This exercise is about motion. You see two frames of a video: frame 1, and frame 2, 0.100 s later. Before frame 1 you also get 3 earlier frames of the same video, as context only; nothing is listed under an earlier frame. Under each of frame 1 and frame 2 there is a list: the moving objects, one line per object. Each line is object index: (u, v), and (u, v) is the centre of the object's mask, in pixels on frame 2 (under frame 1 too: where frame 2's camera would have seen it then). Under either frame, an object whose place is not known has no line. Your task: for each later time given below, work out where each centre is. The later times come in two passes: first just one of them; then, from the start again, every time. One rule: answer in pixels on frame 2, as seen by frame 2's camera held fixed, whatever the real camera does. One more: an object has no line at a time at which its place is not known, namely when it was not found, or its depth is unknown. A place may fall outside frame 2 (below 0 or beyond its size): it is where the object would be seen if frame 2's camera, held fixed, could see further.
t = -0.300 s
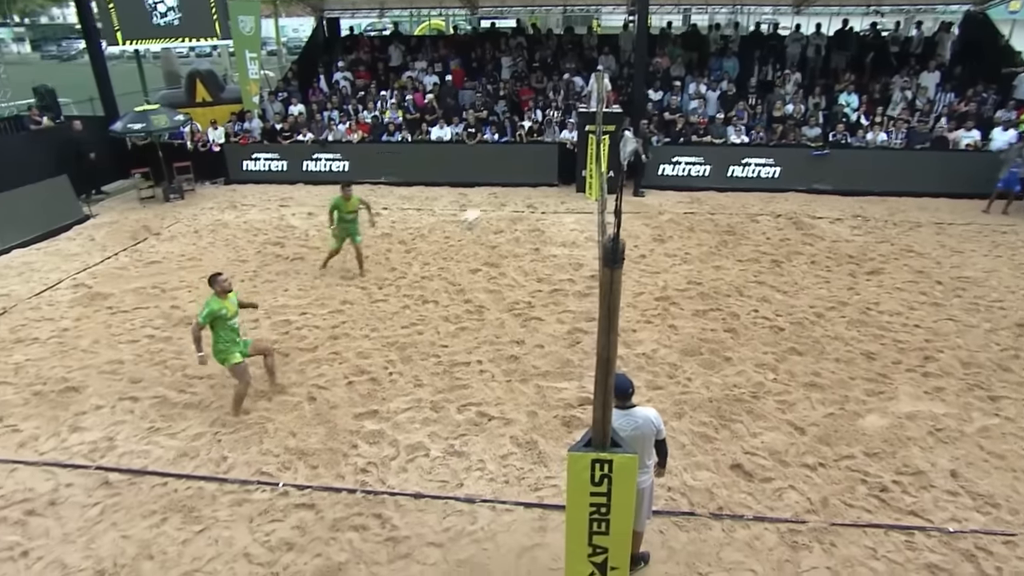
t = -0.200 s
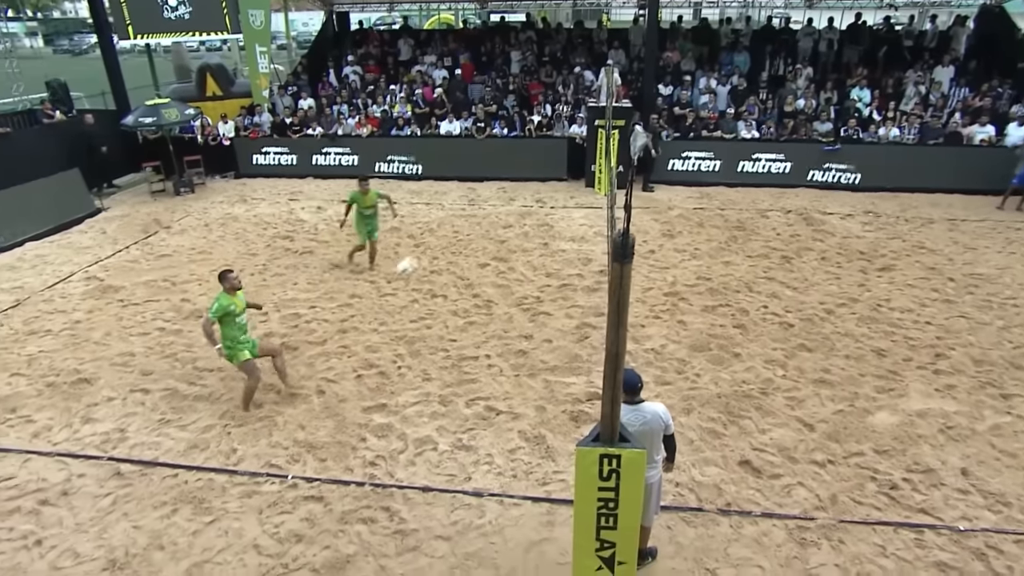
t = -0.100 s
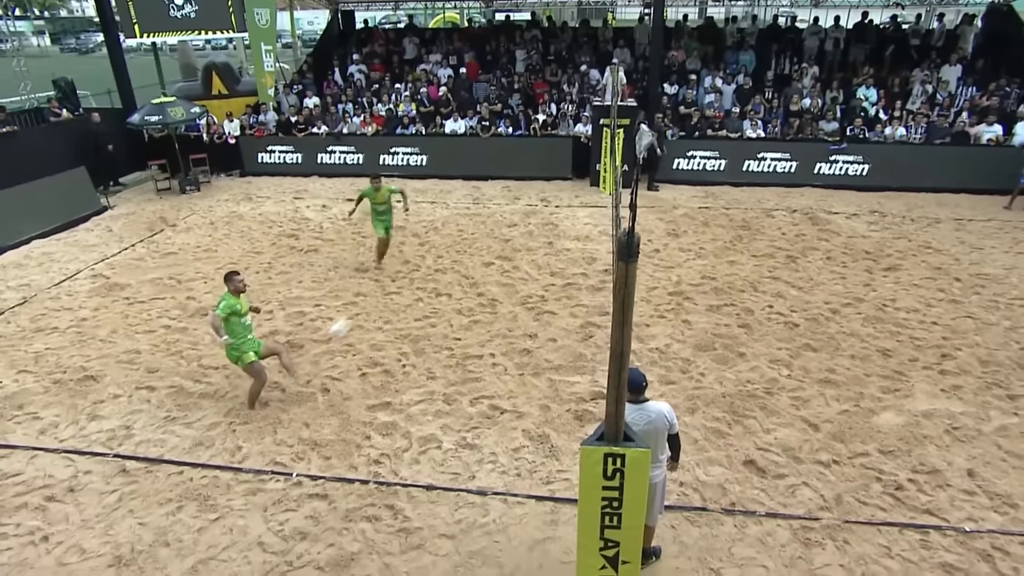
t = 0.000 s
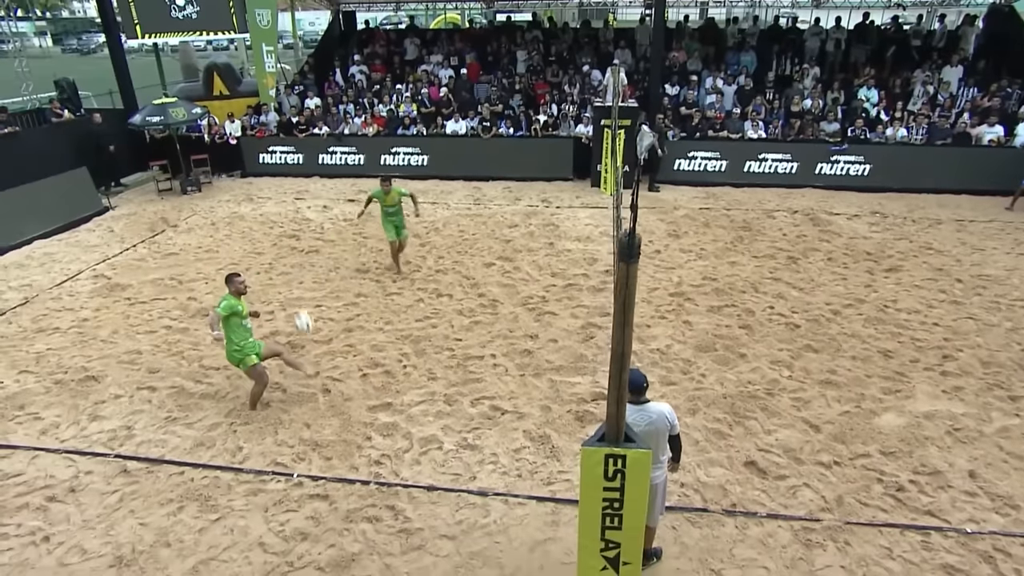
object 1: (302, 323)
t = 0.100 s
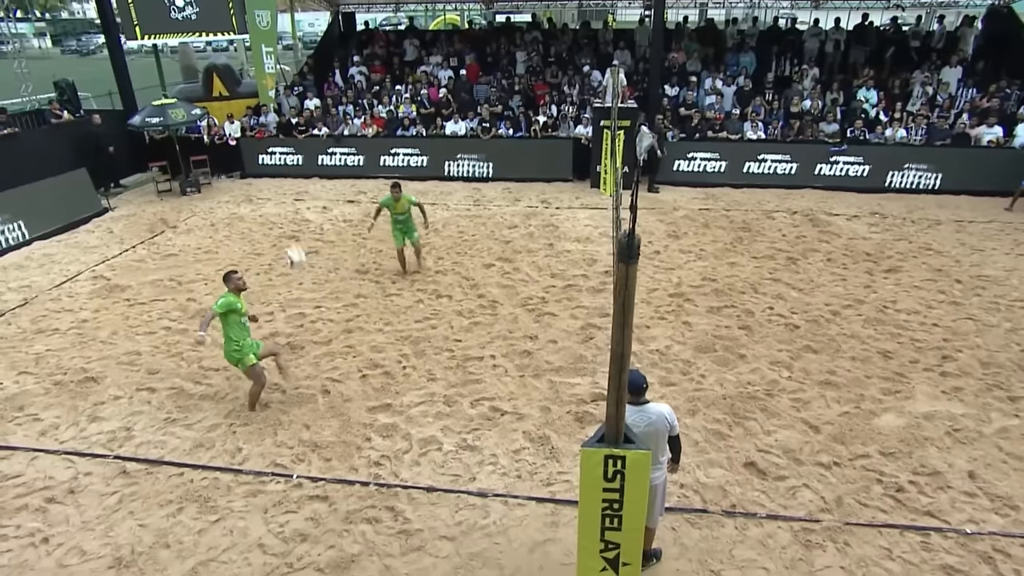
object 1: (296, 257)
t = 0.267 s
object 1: (282, 159)
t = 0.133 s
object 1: (292, 236)
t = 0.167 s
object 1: (289, 217)
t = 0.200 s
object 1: (287, 195)
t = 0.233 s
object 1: (284, 176)
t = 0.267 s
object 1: (282, 159)
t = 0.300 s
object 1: (280, 141)
